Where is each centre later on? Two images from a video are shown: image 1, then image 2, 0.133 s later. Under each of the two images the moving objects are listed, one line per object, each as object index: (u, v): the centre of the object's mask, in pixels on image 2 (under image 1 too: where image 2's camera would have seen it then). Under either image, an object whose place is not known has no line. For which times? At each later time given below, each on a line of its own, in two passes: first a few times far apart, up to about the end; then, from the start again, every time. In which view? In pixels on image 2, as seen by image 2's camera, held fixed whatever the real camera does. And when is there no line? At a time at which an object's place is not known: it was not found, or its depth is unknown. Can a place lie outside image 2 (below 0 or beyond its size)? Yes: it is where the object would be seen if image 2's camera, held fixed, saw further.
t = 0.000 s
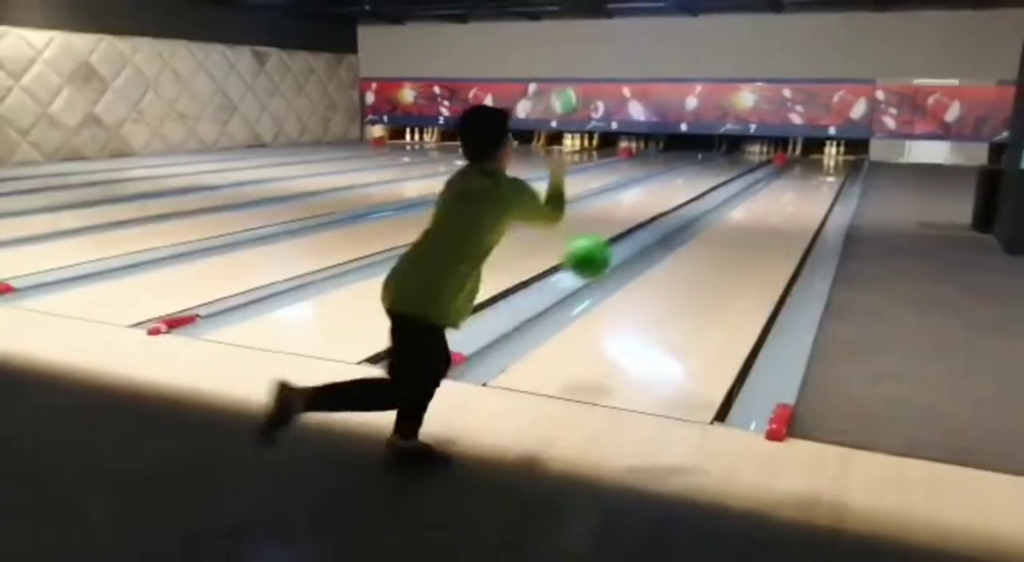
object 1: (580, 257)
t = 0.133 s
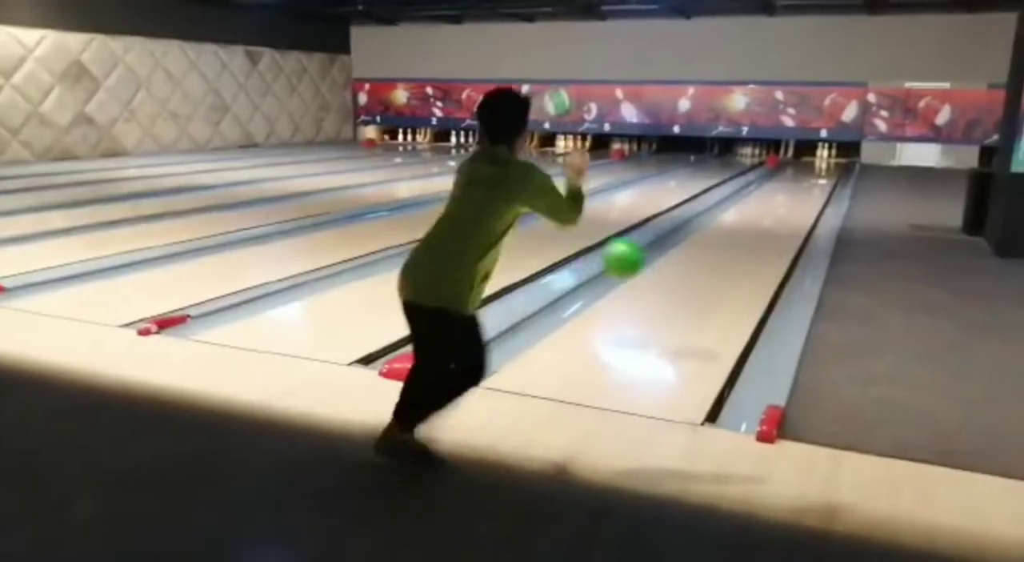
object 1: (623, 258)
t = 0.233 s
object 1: (646, 275)
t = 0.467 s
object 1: (688, 275)
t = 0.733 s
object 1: (721, 246)
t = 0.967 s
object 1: (740, 229)
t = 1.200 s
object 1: (755, 216)
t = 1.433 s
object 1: (768, 205)
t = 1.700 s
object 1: (780, 196)
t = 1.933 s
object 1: (788, 190)
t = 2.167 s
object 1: (796, 183)
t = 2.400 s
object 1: (802, 180)
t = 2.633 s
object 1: (806, 176)
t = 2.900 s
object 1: (816, 171)
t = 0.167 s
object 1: (631, 262)
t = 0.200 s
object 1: (639, 268)
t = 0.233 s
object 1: (646, 275)
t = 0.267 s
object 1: (653, 285)
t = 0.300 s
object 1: (660, 295)
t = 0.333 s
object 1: (666, 295)
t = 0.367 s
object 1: (673, 289)
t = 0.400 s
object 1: (678, 284)
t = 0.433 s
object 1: (683, 279)
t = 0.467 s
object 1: (688, 275)
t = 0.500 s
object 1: (693, 271)
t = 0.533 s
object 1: (698, 267)
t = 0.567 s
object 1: (702, 263)
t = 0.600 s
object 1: (706, 259)
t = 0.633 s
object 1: (710, 256)
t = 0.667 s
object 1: (714, 252)
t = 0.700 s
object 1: (717, 249)
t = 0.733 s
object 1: (721, 246)
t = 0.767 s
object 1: (724, 244)
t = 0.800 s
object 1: (726, 241)
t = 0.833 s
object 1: (729, 238)
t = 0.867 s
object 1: (732, 236)
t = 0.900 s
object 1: (735, 234)
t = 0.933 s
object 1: (737, 231)
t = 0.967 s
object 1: (740, 229)
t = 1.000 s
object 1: (742, 227)
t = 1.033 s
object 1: (745, 225)
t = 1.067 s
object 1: (747, 223)
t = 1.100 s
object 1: (749, 221)
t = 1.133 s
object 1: (751, 219)
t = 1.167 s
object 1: (753, 217)
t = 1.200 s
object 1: (755, 216)
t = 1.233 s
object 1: (757, 214)
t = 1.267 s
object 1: (759, 212)
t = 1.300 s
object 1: (761, 211)
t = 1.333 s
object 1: (762, 209)
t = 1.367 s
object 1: (765, 208)
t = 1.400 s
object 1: (766, 207)
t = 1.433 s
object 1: (768, 205)
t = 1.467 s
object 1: (769, 204)
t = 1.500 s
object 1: (771, 203)
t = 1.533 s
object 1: (772, 202)
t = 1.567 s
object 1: (774, 200)
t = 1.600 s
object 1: (775, 199)
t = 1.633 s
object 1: (777, 198)
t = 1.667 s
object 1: (778, 197)
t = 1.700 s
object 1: (780, 196)
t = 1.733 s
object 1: (781, 195)
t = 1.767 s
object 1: (782, 193)
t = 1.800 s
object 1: (783, 193)
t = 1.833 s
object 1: (785, 192)
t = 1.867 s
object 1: (786, 191)
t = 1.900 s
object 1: (787, 190)
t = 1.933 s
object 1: (788, 190)
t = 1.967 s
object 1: (789, 189)
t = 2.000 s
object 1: (791, 187)
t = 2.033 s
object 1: (792, 186)
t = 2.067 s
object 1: (793, 185)
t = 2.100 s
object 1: (793, 185)
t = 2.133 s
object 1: (794, 184)
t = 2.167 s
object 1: (796, 183)
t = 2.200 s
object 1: (796, 182)
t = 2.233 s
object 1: (797, 182)
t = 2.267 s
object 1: (799, 181)
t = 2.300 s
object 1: (800, 181)
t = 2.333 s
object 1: (800, 181)
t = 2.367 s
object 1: (802, 180)
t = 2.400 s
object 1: (802, 180)
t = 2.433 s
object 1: (803, 178)
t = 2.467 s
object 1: (804, 178)
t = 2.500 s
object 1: (805, 177)
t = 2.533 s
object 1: (806, 177)
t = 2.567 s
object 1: (806, 177)
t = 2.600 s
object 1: (806, 177)
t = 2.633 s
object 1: (806, 176)
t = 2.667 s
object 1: (809, 175)
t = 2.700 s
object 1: (810, 174)
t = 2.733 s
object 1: (811, 174)
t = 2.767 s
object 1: (811, 174)
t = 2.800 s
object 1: (811, 173)
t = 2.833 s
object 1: (813, 172)
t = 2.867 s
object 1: (815, 171)
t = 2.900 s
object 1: (816, 171)
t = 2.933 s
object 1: (816, 171)
